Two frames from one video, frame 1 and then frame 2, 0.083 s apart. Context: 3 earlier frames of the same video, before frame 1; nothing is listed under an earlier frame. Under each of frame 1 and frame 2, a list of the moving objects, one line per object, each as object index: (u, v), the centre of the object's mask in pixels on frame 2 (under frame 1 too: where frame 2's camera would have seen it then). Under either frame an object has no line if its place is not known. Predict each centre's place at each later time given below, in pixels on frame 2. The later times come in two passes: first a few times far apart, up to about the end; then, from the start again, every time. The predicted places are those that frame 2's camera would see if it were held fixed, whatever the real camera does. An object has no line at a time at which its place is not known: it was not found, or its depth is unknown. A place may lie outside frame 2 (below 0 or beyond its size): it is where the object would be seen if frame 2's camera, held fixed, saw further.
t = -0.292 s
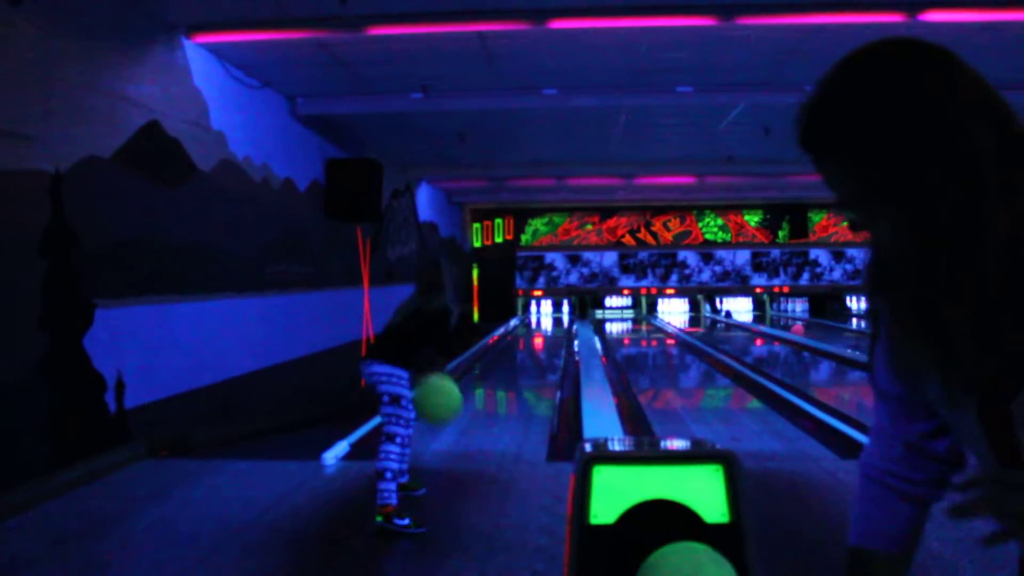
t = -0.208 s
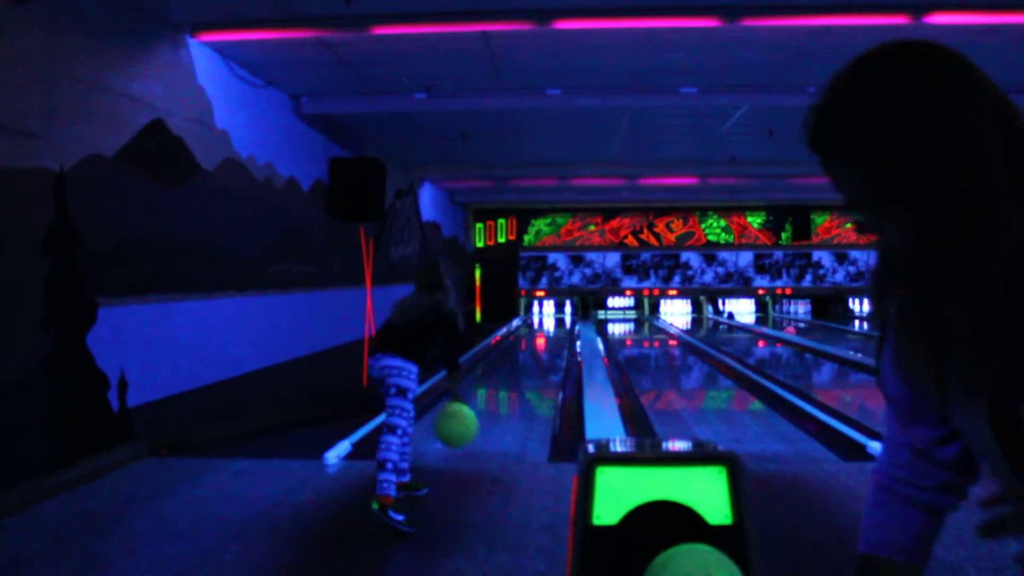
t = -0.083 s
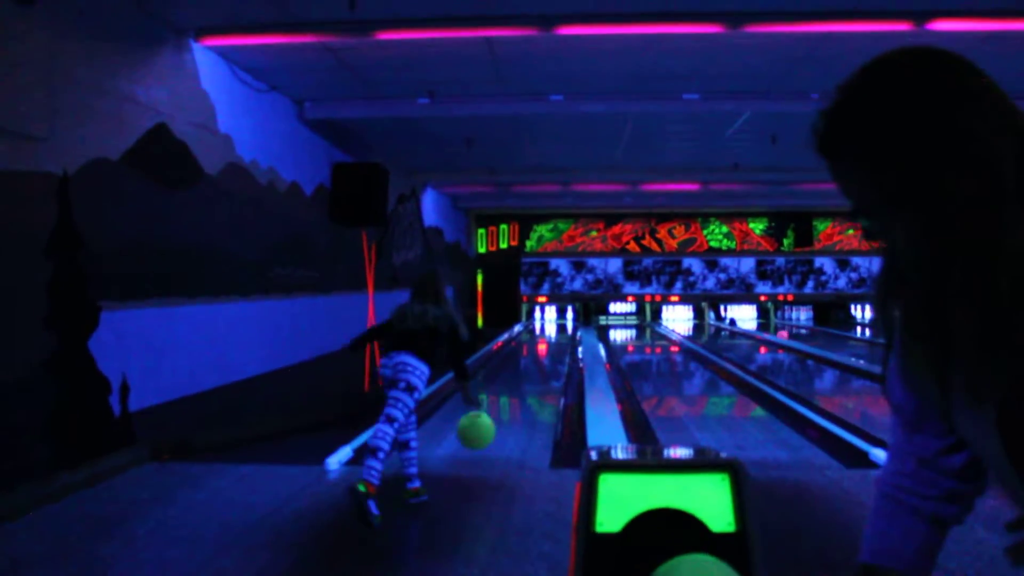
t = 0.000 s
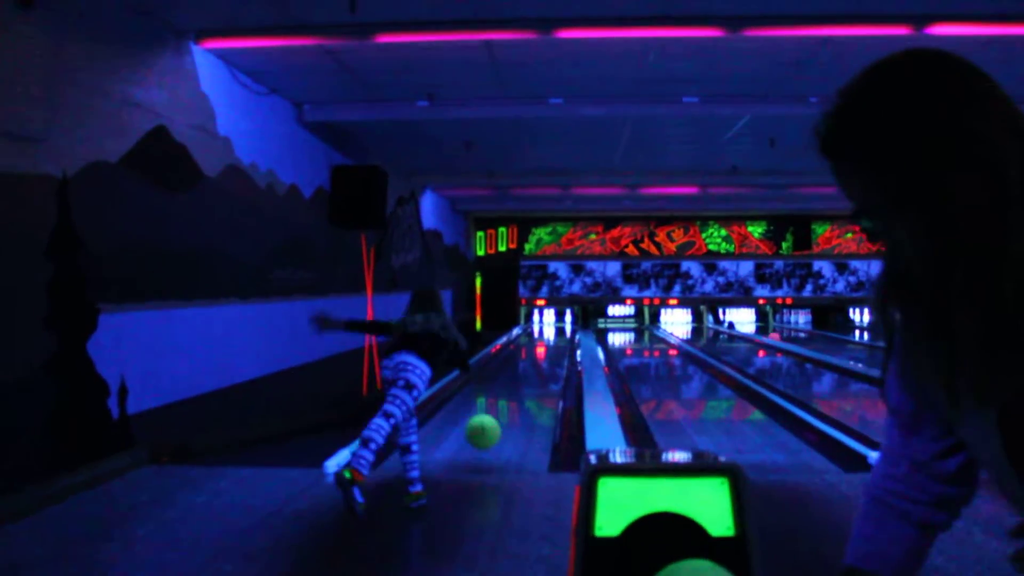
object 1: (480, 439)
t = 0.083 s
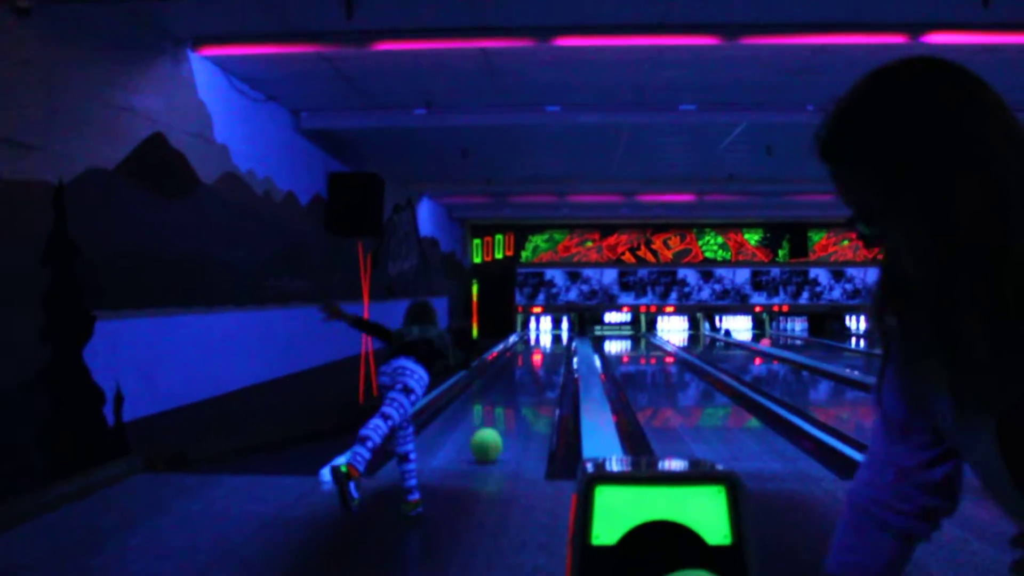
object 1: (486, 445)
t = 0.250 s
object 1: (497, 424)
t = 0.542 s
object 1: (509, 400)
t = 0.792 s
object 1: (517, 385)
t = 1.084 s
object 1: (524, 372)
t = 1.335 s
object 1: (527, 365)
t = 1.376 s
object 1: (527, 363)
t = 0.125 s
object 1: (489, 436)
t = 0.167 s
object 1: (491, 429)
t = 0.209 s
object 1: (494, 425)
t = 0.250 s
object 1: (497, 424)
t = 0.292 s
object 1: (499, 421)
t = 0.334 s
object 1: (501, 417)
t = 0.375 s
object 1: (502, 413)
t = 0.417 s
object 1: (504, 410)
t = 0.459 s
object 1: (506, 406)
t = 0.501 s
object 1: (508, 403)
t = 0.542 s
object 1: (509, 400)
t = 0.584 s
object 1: (511, 397)
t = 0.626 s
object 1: (512, 394)
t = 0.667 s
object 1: (513, 392)
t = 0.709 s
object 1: (514, 390)
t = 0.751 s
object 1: (515, 387)
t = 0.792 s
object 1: (517, 385)
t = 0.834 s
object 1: (518, 383)
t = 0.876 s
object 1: (519, 381)
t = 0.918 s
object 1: (520, 379)
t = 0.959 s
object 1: (521, 377)
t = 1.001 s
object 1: (522, 376)
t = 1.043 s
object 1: (523, 374)
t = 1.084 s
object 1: (524, 372)
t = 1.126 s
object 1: (525, 371)
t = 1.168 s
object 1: (525, 369)
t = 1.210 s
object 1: (525, 368)
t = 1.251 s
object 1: (525, 367)
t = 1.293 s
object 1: (526, 366)
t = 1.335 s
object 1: (527, 365)
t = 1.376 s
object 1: (527, 363)
